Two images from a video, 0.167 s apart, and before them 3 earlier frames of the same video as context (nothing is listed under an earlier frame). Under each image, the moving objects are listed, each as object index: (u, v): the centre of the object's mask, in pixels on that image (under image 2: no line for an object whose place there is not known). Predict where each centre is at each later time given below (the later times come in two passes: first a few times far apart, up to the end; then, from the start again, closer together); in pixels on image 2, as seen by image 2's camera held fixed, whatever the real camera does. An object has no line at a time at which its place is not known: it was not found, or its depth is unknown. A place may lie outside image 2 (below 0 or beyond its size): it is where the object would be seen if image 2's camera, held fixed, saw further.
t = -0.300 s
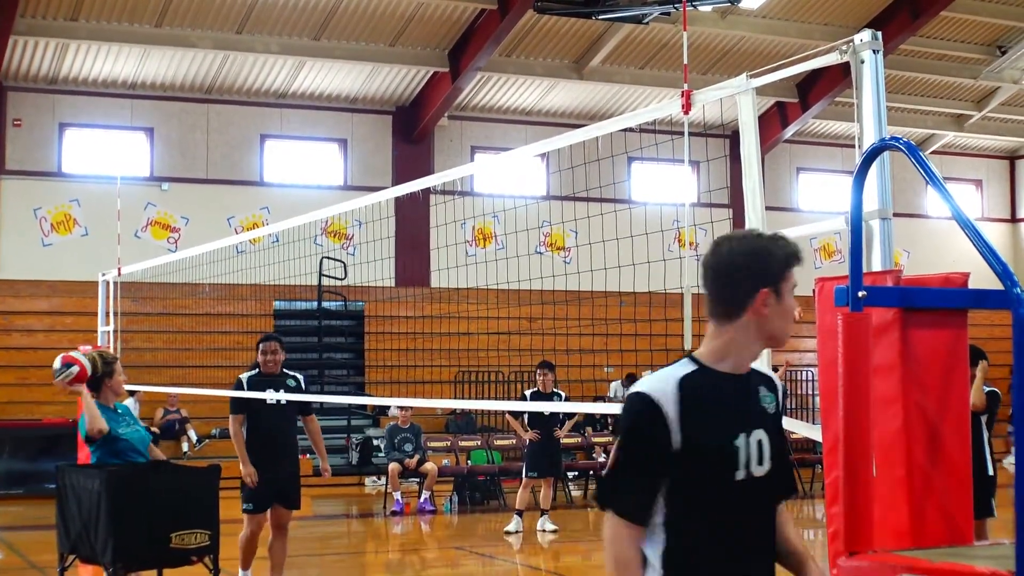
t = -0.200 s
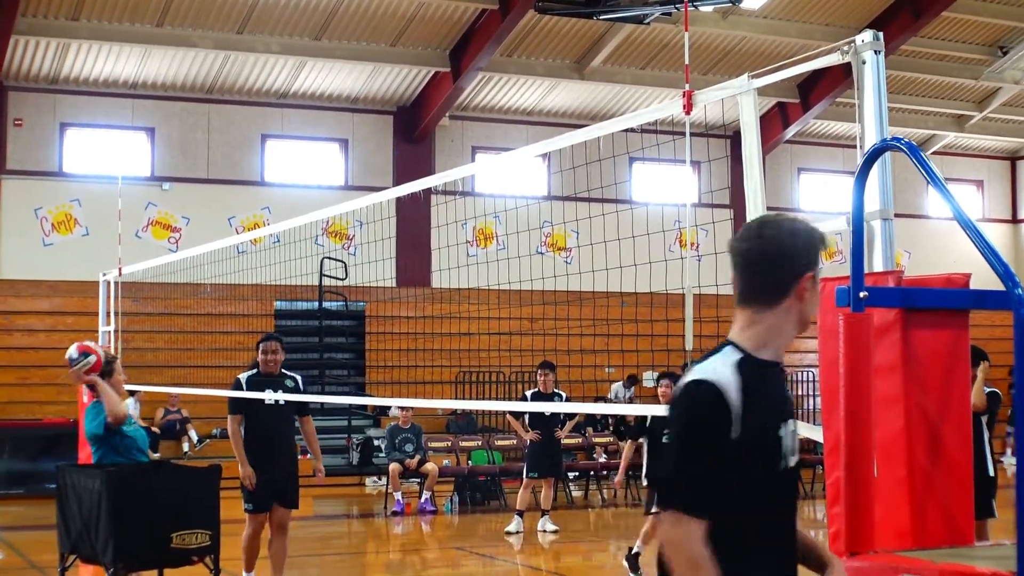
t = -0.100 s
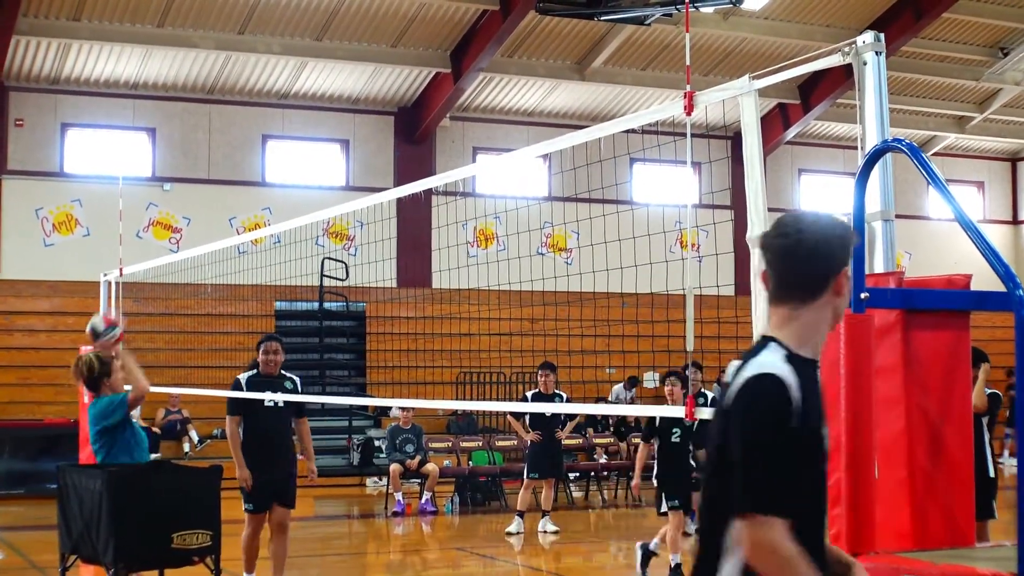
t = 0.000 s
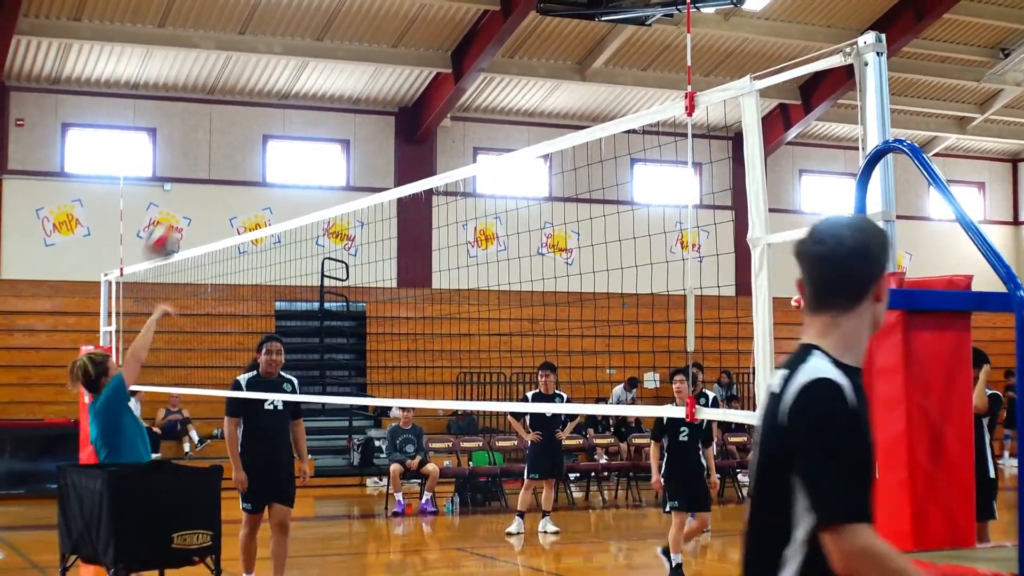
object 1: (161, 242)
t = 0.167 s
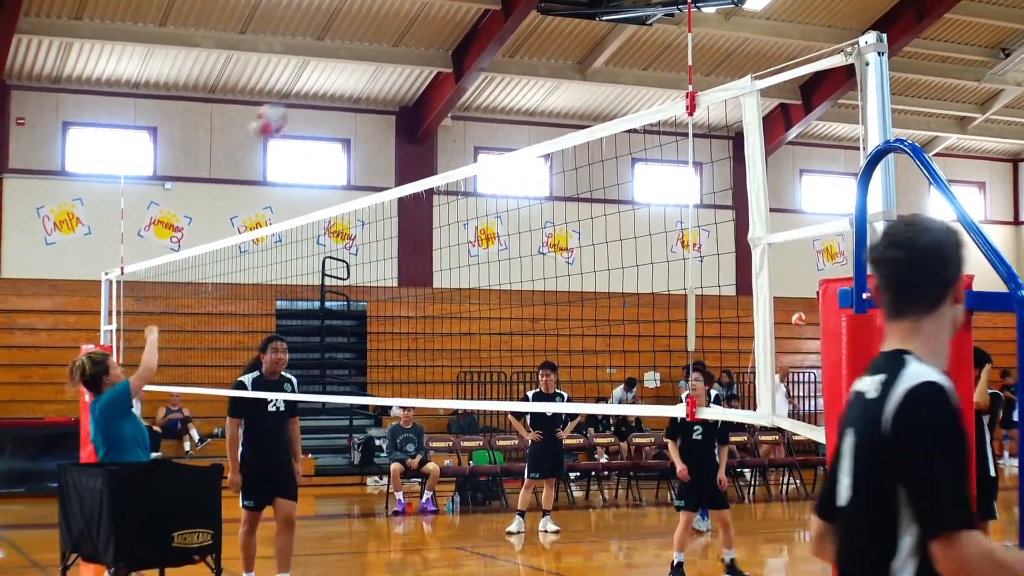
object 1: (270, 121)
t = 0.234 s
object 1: (309, 91)
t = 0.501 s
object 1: (452, 35)
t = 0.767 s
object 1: (575, 84)
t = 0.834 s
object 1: (603, 111)
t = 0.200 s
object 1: (287, 108)
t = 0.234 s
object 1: (309, 91)
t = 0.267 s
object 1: (329, 76)
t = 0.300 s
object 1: (348, 63)
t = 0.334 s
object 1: (367, 54)
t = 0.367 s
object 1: (384, 47)
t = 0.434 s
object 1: (420, 37)
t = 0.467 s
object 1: (435, 34)
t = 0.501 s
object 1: (452, 35)
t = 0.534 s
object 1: (469, 36)
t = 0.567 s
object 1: (484, 37)
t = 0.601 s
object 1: (501, 42)
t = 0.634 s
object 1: (516, 47)
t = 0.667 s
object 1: (532, 54)
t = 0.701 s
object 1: (546, 62)
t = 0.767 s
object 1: (575, 84)
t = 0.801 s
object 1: (590, 100)
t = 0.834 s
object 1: (603, 111)
